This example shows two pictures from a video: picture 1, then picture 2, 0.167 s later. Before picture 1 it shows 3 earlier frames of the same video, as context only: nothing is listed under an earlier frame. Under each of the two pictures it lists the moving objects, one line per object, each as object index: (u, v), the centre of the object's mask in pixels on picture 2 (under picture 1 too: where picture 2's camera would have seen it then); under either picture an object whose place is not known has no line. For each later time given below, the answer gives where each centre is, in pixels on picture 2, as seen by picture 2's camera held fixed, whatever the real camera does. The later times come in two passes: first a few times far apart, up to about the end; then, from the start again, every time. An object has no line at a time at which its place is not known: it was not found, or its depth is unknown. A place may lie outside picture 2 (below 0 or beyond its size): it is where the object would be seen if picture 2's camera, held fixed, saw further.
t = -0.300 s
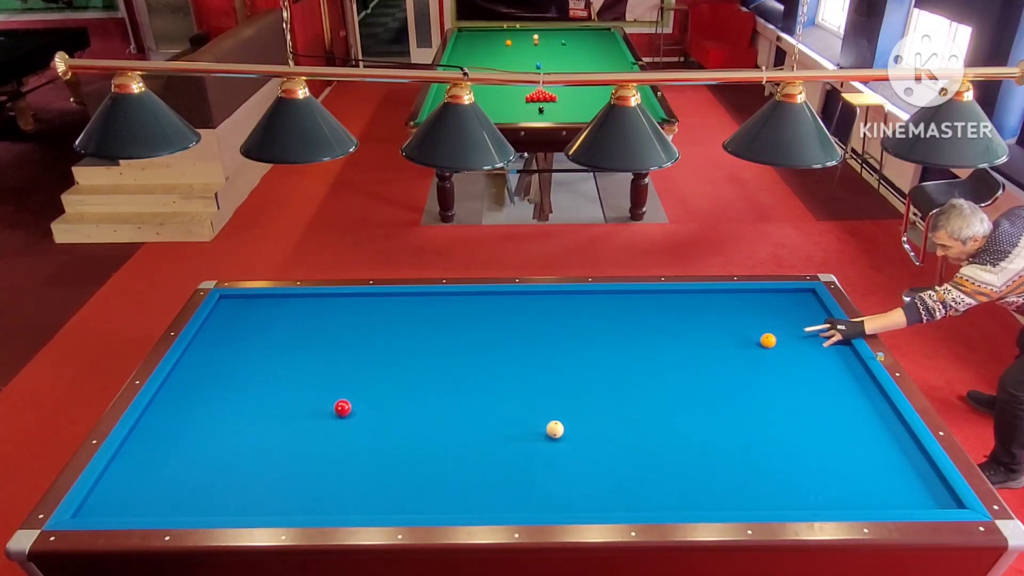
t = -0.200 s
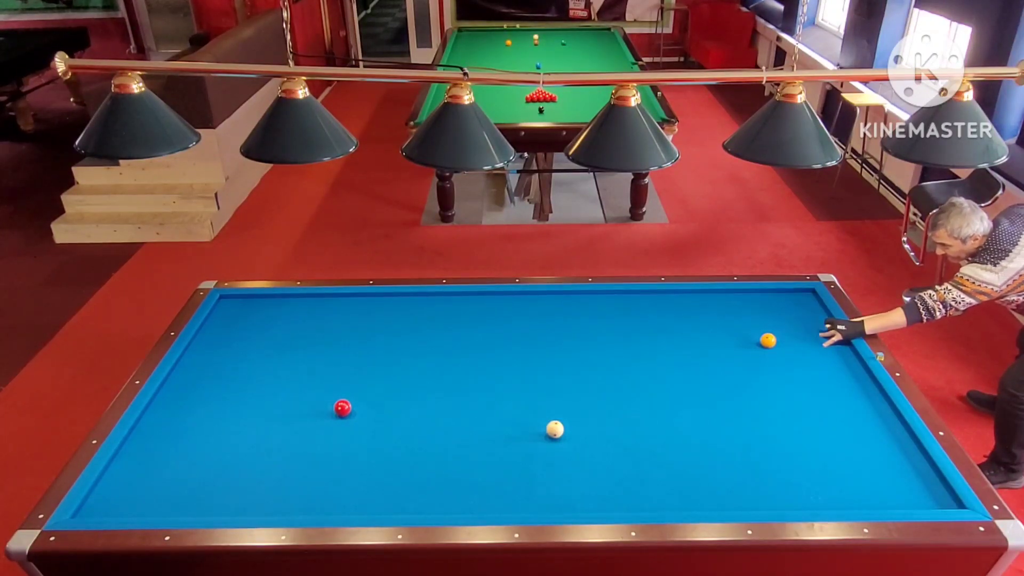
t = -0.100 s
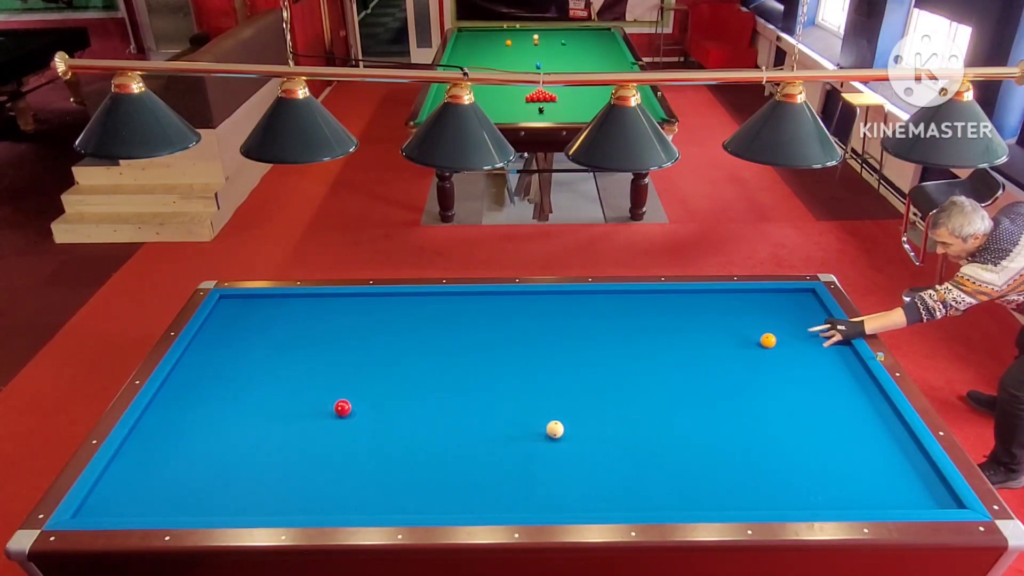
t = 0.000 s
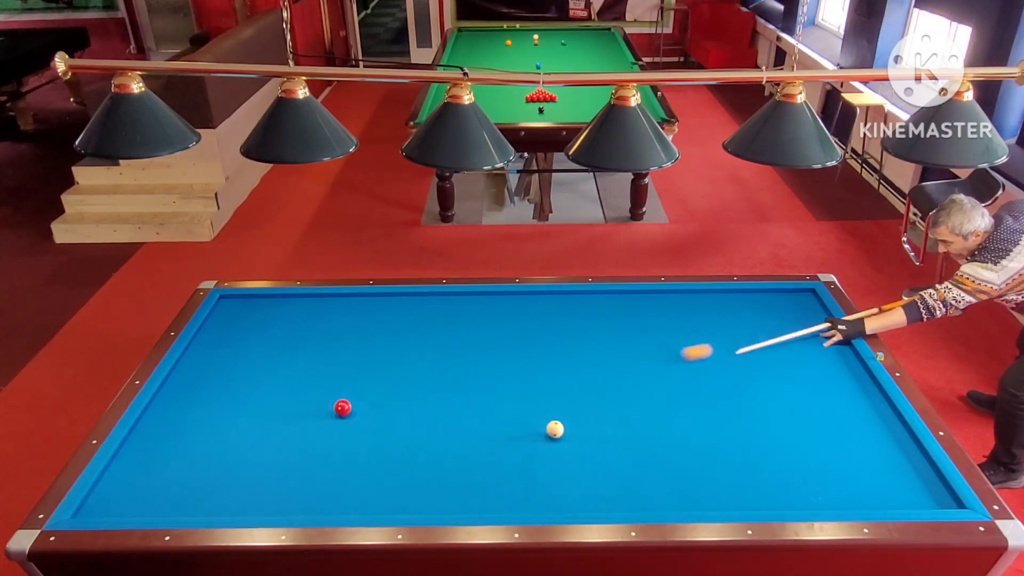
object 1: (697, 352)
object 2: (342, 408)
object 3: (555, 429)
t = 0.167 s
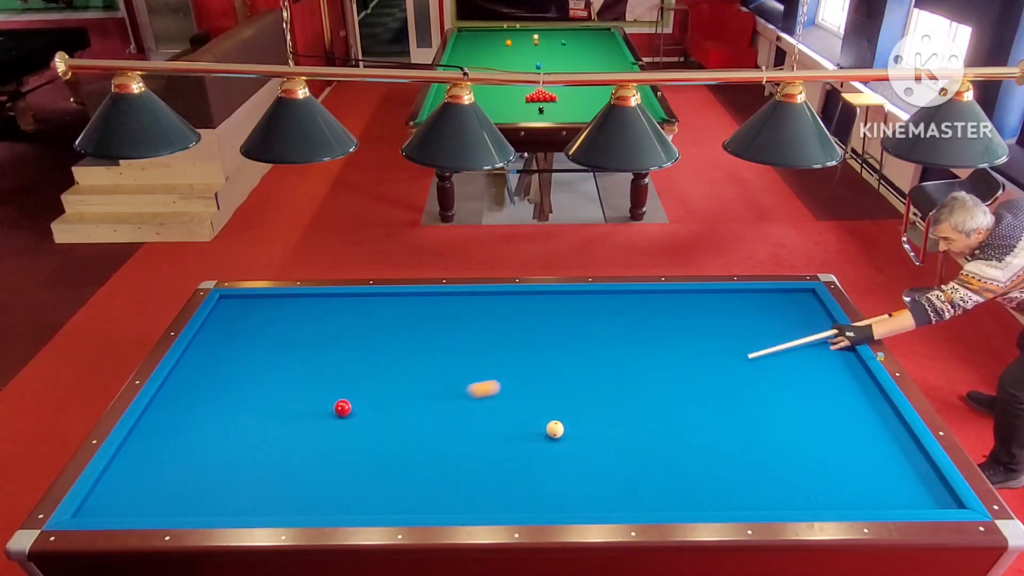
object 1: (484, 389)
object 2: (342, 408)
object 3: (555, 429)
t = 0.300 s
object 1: (336, 431)
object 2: (306, 398)
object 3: (555, 429)
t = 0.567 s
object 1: (244, 454)
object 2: (247, 355)
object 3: (555, 429)
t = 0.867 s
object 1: (212, 365)
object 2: (413, 330)
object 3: (555, 429)
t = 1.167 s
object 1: (248, 320)
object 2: (540, 311)
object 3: (555, 429)
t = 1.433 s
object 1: (298, 301)
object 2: (645, 295)
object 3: (555, 429)
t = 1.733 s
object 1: (338, 321)
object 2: (755, 299)
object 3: (555, 429)
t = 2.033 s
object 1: (382, 341)
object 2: (788, 311)
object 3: (555, 429)
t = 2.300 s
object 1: (423, 360)
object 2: (739, 328)
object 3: (555, 429)
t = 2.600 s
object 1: (472, 383)
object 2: (685, 347)
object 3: (555, 429)
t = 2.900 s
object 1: (526, 408)
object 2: (628, 368)
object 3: (555, 429)
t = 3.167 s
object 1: (568, 418)
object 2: (574, 387)
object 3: (564, 441)
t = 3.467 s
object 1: (607, 420)
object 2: (509, 410)
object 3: (580, 465)
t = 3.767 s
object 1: (646, 421)
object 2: (440, 435)
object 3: (598, 489)
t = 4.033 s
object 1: (679, 423)
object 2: (374, 458)
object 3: (613, 505)
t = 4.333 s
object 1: (715, 424)
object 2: (296, 486)
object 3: (623, 491)
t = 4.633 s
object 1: (751, 425)
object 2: (217, 508)
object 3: (632, 478)
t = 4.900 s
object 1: (781, 426)
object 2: (171, 497)
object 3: (639, 468)
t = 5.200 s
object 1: (815, 428)
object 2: (124, 483)
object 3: (646, 457)
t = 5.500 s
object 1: (848, 429)
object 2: (132, 467)
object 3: (653, 447)
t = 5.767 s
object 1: (877, 430)
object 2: (166, 452)
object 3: (659, 440)
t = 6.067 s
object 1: (903, 431)
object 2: (202, 437)
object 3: (664, 432)
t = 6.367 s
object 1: (888, 434)
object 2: (235, 423)
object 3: (668, 426)
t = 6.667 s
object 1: (874, 436)
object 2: (265, 409)
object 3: (672, 420)
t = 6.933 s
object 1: (861, 439)
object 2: (290, 399)
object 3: (675, 415)
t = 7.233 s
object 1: (848, 441)
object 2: (316, 387)
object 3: (679, 410)
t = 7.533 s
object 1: (836, 442)
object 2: (340, 377)
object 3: (682, 407)
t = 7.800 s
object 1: (826, 443)
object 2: (360, 368)
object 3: (684, 404)
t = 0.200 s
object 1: (439, 397)
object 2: (342, 408)
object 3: (555, 429)
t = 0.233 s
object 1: (392, 404)
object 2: (342, 407)
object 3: (555, 429)
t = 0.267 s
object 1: (352, 414)
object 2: (334, 404)
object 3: (555, 429)
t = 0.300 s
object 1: (336, 431)
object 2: (306, 398)
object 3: (555, 429)
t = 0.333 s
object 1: (318, 449)
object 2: (278, 391)
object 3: (555, 429)
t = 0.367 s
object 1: (298, 468)
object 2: (251, 384)
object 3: (555, 429)
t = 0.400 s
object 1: (276, 488)
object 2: (224, 378)
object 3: (555, 429)
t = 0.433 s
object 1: (253, 507)
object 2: (199, 372)
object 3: (555, 429)
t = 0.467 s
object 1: (247, 499)
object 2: (180, 366)
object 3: (555, 429)
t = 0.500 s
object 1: (247, 483)
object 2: (201, 362)
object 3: (555, 429)
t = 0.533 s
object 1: (245, 468)
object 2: (224, 359)
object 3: (555, 429)
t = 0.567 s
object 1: (244, 454)
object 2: (247, 355)
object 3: (555, 429)
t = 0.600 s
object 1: (242, 441)
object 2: (268, 352)
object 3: (555, 429)
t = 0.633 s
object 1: (240, 429)
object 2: (288, 349)
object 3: (555, 429)
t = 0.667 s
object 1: (237, 418)
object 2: (308, 346)
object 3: (555, 429)
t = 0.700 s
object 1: (234, 407)
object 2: (328, 343)
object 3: (555, 429)
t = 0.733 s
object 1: (230, 398)
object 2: (346, 340)
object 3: (555, 429)
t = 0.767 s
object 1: (226, 388)
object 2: (364, 338)
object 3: (555, 429)
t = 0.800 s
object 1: (222, 380)
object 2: (381, 335)
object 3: (555, 429)
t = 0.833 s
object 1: (217, 372)
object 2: (397, 333)
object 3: (555, 429)
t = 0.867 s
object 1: (212, 365)
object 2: (413, 330)
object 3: (555, 429)
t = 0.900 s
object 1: (207, 358)
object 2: (428, 328)
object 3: (555, 429)
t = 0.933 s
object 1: (200, 351)
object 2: (442, 326)
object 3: (555, 429)
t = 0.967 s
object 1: (194, 345)
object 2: (457, 324)
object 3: (555, 429)
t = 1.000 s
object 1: (201, 340)
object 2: (471, 322)
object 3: (555, 429)
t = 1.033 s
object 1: (211, 336)
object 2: (485, 319)
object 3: (555, 429)
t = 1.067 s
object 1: (222, 332)
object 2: (499, 317)
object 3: (555, 429)
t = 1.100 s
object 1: (231, 328)
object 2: (513, 315)
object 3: (555, 429)
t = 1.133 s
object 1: (240, 323)
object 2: (527, 313)
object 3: (555, 429)
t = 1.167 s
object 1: (248, 320)
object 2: (540, 311)
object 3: (555, 429)
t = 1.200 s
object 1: (255, 315)
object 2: (554, 309)
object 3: (555, 429)
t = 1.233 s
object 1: (263, 312)
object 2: (568, 307)
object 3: (555, 429)
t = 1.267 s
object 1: (270, 308)
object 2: (581, 305)
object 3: (555, 429)
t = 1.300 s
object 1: (277, 304)
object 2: (593, 303)
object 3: (555, 429)
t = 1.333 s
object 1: (284, 300)
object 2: (607, 301)
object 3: (555, 429)
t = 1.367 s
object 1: (290, 297)
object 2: (620, 299)
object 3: (555, 429)
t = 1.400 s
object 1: (294, 299)
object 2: (632, 298)
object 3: (555, 429)
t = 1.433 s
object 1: (298, 301)
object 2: (645, 295)
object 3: (555, 429)
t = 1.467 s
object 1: (302, 304)
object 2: (657, 294)
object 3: (555, 429)
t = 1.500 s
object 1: (307, 306)
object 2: (670, 293)
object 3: (555, 429)
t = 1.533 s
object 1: (311, 308)
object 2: (682, 294)
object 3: (555, 429)
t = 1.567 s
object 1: (316, 310)
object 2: (694, 295)
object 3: (555, 429)
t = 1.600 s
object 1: (320, 312)
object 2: (707, 296)
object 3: (555, 429)
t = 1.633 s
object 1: (324, 314)
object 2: (718, 297)
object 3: (555, 429)
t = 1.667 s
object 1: (329, 317)
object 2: (731, 298)
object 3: (555, 429)
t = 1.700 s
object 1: (334, 319)
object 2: (743, 299)
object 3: (555, 429)
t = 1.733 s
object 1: (338, 321)
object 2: (755, 299)
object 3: (555, 429)
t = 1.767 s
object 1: (343, 323)
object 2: (768, 300)
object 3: (555, 429)
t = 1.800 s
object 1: (348, 325)
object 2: (780, 301)
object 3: (555, 429)
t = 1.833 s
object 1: (352, 327)
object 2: (792, 302)
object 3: (555, 429)
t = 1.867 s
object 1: (357, 330)
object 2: (805, 302)
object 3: (555, 429)
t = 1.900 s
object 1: (362, 332)
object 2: (818, 303)
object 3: (555, 429)
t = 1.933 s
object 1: (367, 334)
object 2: (813, 305)
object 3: (555, 429)
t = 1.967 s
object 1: (372, 336)
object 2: (804, 307)
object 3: (555, 429)
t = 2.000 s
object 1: (376, 339)
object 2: (796, 309)
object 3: (555, 429)
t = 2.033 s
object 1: (382, 341)
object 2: (788, 311)
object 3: (555, 429)
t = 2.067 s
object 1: (386, 343)
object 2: (781, 313)
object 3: (555, 429)
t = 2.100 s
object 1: (391, 346)
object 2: (774, 316)
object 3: (555, 429)
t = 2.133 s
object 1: (396, 348)
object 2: (767, 318)
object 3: (555, 429)
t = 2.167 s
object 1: (402, 350)
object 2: (761, 320)
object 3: (555, 429)
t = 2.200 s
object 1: (407, 353)
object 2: (756, 322)
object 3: (555, 429)
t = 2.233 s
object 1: (412, 355)
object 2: (750, 324)
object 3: (555, 429)
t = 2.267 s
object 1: (417, 358)
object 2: (745, 326)
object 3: (555, 429)
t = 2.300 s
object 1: (423, 360)
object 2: (739, 328)
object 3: (555, 429)
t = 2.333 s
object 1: (428, 362)
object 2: (733, 330)
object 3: (555, 429)
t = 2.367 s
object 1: (433, 365)
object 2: (727, 332)
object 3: (555, 429)
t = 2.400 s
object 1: (439, 367)
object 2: (721, 334)
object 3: (555, 429)
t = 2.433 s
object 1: (444, 370)
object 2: (715, 336)
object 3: (555, 429)
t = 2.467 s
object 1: (450, 372)
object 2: (709, 338)
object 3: (555, 429)
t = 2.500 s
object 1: (455, 375)
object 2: (703, 341)
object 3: (555, 429)
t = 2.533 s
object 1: (461, 378)
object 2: (697, 343)
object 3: (555, 429)
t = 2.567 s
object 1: (467, 380)
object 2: (691, 345)
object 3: (555, 429)
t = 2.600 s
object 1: (472, 383)
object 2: (685, 347)
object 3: (555, 429)
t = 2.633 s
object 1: (478, 385)
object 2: (679, 350)
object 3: (555, 429)
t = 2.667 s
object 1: (484, 388)
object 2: (673, 352)
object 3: (555, 429)
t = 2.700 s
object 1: (490, 391)
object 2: (666, 354)
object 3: (555, 429)
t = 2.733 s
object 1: (496, 394)
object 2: (660, 356)
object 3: (555, 429)
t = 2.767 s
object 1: (502, 396)
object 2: (654, 358)
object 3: (555, 429)
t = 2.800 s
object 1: (508, 399)
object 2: (647, 361)
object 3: (555, 429)
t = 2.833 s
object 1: (513, 402)
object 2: (641, 363)
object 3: (555, 429)
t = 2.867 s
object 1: (520, 405)
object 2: (634, 366)
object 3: (555, 429)
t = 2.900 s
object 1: (526, 408)
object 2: (628, 368)
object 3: (555, 429)
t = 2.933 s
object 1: (532, 411)
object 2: (622, 370)
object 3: (555, 429)
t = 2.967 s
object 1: (538, 413)
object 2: (614, 373)
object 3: (555, 429)
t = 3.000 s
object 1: (545, 416)
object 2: (608, 375)
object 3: (555, 429)
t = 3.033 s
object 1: (550, 417)
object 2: (601, 377)
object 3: (555, 430)
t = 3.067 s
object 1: (555, 417)
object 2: (594, 380)
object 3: (558, 433)
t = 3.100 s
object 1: (559, 418)
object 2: (588, 383)
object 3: (560, 436)
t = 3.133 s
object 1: (563, 418)
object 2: (581, 385)
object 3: (562, 439)
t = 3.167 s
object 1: (568, 418)
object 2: (574, 387)
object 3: (564, 441)
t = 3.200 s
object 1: (572, 419)
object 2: (567, 390)
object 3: (565, 444)
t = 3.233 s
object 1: (576, 419)
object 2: (560, 393)
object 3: (567, 446)
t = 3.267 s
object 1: (581, 419)
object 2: (553, 395)
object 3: (569, 449)
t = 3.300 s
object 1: (585, 419)
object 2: (546, 398)
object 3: (571, 452)
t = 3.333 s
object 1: (590, 419)
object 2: (538, 400)
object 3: (573, 454)
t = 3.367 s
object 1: (594, 419)
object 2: (531, 402)
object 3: (575, 457)
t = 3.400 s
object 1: (599, 419)
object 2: (524, 405)
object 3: (577, 459)
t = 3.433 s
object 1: (603, 420)
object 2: (516, 408)
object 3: (579, 462)
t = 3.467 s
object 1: (607, 420)
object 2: (509, 410)
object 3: (580, 465)
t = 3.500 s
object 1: (611, 420)
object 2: (501, 413)
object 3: (582, 467)
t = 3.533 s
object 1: (616, 420)
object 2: (494, 416)
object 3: (584, 470)
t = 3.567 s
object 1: (620, 420)
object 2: (486, 418)
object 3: (586, 473)
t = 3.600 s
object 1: (624, 421)
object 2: (479, 421)
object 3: (588, 475)
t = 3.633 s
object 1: (629, 420)
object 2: (471, 424)
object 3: (590, 478)
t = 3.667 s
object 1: (633, 421)
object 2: (464, 427)
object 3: (592, 481)
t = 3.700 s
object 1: (637, 421)
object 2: (455, 429)
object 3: (594, 483)
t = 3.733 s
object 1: (641, 421)
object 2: (448, 432)
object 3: (596, 486)
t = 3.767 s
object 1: (646, 421)
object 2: (440, 435)
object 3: (598, 489)
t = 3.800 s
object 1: (650, 421)
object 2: (432, 438)
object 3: (600, 491)
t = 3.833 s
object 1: (654, 422)
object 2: (424, 441)
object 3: (602, 494)
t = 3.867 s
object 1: (658, 422)
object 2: (416, 443)
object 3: (604, 497)
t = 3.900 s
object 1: (662, 422)
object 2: (408, 446)
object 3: (606, 500)
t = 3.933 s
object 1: (667, 422)
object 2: (400, 449)
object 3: (608, 502)
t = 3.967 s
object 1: (671, 422)
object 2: (391, 452)
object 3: (610, 505)
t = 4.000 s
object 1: (675, 423)
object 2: (383, 455)
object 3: (612, 506)
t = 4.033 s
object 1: (679, 423)
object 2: (374, 458)
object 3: (613, 505)
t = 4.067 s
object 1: (683, 423)
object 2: (366, 461)
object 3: (614, 503)
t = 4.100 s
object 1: (687, 423)
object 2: (358, 464)
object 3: (616, 502)
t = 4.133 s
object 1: (691, 423)
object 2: (349, 467)
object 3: (617, 500)
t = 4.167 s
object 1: (695, 423)
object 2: (340, 470)
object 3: (618, 499)
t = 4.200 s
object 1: (699, 423)
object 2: (332, 473)
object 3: (619, 497)
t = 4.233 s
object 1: (703, 423)
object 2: (323, 476)
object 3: (620, 496)
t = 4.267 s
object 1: (707, 423)
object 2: (314, 479)
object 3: (621, 494)
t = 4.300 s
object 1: (711, 424)
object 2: (305, 483)
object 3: (622, 492)
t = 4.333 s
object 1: (715, 424)
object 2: (296, 486)
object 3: (623, 491)
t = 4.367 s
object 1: (719, 424)
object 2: (287, 489)
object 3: (624, 489)
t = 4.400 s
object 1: (723, 424)
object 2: (278, 492)
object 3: (625, 488)
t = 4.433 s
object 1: (727, 424)
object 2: (269, 496)
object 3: (626, 487)
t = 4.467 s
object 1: (731, 425)
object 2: (260, 499)
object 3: (627, 485)
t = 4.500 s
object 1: (735, 425)
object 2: (250, 502)
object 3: (628, 484)
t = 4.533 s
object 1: (739, 425)
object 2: (241, 505)
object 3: (629, 482)
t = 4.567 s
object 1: (743, 425)
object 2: (231, 508)
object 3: (630, 481)
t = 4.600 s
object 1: (747, 425)
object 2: (222, 510)
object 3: (631, 479)
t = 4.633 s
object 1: (751, 425)
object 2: (217, 508)
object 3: (632, 478)
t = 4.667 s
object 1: (755, 425)
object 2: (211, 507)
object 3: (633, 477)
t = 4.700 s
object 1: (759, 425)
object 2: (205, 506)
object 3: (634, 475)
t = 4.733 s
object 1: (763, 425)
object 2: (199, 505)
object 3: (634, 474)
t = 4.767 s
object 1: (766, 426)
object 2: (194, 503)
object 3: (635, 473)
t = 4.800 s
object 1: (770, 426)
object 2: (188, 501)
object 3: (636, 471)
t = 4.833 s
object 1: (774, 426)
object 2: (182, 500)
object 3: (637, 470)
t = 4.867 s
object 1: (777, 426)
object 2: (177, 498)
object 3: (638, 469)
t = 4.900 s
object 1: (781, 426)
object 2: (171, 497)
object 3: (639, 468)
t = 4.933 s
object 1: (785, 426)
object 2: (166, 495)
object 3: (640, 466)
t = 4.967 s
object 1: (789, 427)
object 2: (160, 494)
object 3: (641, 465)
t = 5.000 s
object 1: (793, 427)
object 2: (155, 492)
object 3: (641, 464)
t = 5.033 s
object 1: (797, 427)
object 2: (150, 491)
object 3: (642, 463)
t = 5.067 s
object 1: (801, 427)
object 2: (144, 489)
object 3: (643, 462)
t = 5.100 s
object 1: (804, 427)
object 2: (139, 488)
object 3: (644, 460)
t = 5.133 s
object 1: (808, 427)
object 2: (134, 486)
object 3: (645, 459)
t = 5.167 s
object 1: (811, 428)
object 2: (129, 485)
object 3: (646, 458)
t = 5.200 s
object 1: (815, 428)
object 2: (124, 483)
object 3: (646, 457)
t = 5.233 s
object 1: (819, 428)
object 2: (118, 482)
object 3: (647, 456)
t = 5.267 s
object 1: (823, 428)
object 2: (113, 480)
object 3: (648, 455)
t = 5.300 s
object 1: (826, 428)
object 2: (108, 479)
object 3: (649, 454)
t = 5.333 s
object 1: (830, 428)
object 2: (106, 478)
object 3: (650, 453)
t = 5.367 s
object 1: (834, 428)
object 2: (112, 475)
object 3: (650, 451)
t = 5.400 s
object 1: (837, 429)
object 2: (118, 473)
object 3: (651, 450)
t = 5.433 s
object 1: (841, 428)
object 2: (122, 471)
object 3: (652, 449)
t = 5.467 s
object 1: (845, 429)
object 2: (127, 469)
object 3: (652, 448)
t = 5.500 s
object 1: (848, 429)
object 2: (132, 467)
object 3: (653, 447)
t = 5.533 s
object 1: (852, 429)
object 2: (136, 465)
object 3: (654, 446)
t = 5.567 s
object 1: (855, 429)
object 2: (140, 463)
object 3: (655, 445)
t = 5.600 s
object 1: (859, 429)
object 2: (145, 462)
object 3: (656, 444)
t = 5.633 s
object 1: (863, 429)
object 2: (149, 460)
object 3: (656, 444)
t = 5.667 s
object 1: (866, 430)
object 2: (153, 458)
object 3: (657, 443)
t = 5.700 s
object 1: (869, 430)
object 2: (158, 456)
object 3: (658, 442)
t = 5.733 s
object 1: (873, 430)
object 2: (162, 454)
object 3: (658, 441)
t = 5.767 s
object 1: (877, 430)
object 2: (166, 452)
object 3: (659, 440)
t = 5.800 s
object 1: (880, 430)
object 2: (170, 450)
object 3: (660, 439)
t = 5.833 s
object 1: (884, 430)
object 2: (174, 449)
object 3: (660, 438)
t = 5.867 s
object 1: (887, 431)
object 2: (178, 447)
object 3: (661, 437)
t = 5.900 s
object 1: (890, 431)
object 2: (183, 446)
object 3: (661, 436)
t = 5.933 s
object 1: (894, 431)
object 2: (187, 444)
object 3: (662, 435)
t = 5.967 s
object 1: (898, 431)
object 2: (190, 442)
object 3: (662, 435)
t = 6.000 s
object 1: (901, 431)
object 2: (194, 440)
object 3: (663, 434)
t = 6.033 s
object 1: (904, 431)
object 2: (198, 439)
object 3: (663, 433)
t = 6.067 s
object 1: (903, 431)
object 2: (202, 437)
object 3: (664, 432)
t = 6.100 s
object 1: (901, 432)
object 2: (206, 435)
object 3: (664, 432)
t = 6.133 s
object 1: (899, 432)
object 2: (210, 433)
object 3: (665, 431)
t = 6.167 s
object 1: (898, 432)
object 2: (213, 432)
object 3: (665, 430)
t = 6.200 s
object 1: (896, 432)
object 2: (217, 430)
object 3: (666, 429)
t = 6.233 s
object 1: (895, 433)
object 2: (221, 429)
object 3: (666, 428)
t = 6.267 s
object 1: (892, 433)
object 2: (224, 427)
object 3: (667, 428)
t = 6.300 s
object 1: (891, 433)
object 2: (228, 426)
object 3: (667, 427)
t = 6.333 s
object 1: (889, 434)
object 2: (231, 424)
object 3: (668, 426)
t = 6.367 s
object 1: (888, 434)
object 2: (235, 423)
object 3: (668, 426)
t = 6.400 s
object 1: (886, 434)
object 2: (238, 421)
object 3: (668, 425)
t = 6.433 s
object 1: (885, 434)
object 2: (242, 419)
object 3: (669, 424)
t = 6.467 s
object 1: (883, 435)
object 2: (245, 418)
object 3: (669, 424)
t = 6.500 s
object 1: (881, 435)
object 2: (249, 416)
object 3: (670, 423)
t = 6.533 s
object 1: (880, 435)
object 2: (252, 415)
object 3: (670, 422)
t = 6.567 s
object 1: (878, 436)
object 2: (255, 413)
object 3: (671, 422)
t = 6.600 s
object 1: (877, 436)
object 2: (259, 412)
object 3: (671, 421)
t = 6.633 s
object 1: (875, 436)
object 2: (262, 411)
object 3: (672, 420)
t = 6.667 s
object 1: (874, 436)
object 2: (265, 409)
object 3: (672, 420)
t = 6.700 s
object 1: (872, 436)
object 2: (268, 408)
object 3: (672, 419)
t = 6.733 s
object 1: (870, 437)
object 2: (272, 407)
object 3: (673, 418)
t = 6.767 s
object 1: (869, 437)
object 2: (275, 405)
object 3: (673, 418)
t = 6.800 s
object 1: (867, 438)
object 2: (278, 404)
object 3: (674, 417)
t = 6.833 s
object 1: (866, 438)
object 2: (281, 402)
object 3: (674, 417)
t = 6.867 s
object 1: (864, 438)
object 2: (284, 401)
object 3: (675, 416)
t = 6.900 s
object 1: (863, 438)
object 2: (287, 400)
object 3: (675, 416)
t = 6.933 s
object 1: (861, 439)
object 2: (290, 399)
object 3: (675, 415)
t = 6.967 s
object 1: (860, 439)
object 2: (293, 397)
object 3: (676, 415)
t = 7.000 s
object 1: (858, 439)
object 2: (296, 396)
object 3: (676, 414)
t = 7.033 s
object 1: (857, 439)
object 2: (299, 395)
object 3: (677, 413)
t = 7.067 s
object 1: (855, 440)
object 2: (302, 393)
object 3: (677, 413)
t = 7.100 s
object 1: (854, 440)
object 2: (305, 392)
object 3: (677, 412)
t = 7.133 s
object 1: (852, 440)
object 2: (308, 391)
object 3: (678, 412)
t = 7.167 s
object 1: (851, 440)
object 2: (311, 390)
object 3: (678, 411)
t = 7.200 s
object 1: (850, 440)
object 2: (314, 388)
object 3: (678, 411)
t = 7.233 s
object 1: (848, 441)
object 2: (316, 387)
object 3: (679, 410)
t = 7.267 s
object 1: (847, 441)
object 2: (319, 386)
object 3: (679, 410)
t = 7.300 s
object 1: (846, 441)
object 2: (322, 385)
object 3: (679, 410)
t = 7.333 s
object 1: (844, 441)
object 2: (325, 384)
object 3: (680, 409)
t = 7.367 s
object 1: (843, 441)
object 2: (327, 383)
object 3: (680, 409)
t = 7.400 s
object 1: (842, 441)
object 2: (330, 381)
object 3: (680, 408)
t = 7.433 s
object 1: (840, 442)
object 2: (333, 380)
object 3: (681, 408)
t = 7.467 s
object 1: (839, 442)
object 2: (335, 379)
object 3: (681, 408)
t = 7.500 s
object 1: (838, 442)
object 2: (338, 378)
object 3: (681, 407)
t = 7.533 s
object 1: (836, 442)
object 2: (340, 377)
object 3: (682, 407)
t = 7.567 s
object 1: (835, 442)
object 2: (342, 376)
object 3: (682, 406)
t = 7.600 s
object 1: (834, 443)
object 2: (345, 375)
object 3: (682, 406)
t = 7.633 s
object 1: (833, 443)
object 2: (348, 374)
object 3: (683, 406)
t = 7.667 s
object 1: (831, 443)
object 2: (350, 372)
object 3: (683, 405)
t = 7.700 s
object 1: (830, 443)
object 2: (353, 371)
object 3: (683, 405)
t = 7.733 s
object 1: (829, 443)
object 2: (355, 370)
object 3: (684, 405)
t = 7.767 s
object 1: (828, 443)
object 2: (357, 369)
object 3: (684, 404)
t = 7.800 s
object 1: (826, 443)
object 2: (360, 368)
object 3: (684, 404)
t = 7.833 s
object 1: (825, 444)
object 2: (362, 367)
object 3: (685, 404)
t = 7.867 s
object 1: (824, 444)
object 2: (364, 366)
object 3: (685, 403)
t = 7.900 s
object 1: (823, 444)
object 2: (367, 365)
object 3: (685, 403)
